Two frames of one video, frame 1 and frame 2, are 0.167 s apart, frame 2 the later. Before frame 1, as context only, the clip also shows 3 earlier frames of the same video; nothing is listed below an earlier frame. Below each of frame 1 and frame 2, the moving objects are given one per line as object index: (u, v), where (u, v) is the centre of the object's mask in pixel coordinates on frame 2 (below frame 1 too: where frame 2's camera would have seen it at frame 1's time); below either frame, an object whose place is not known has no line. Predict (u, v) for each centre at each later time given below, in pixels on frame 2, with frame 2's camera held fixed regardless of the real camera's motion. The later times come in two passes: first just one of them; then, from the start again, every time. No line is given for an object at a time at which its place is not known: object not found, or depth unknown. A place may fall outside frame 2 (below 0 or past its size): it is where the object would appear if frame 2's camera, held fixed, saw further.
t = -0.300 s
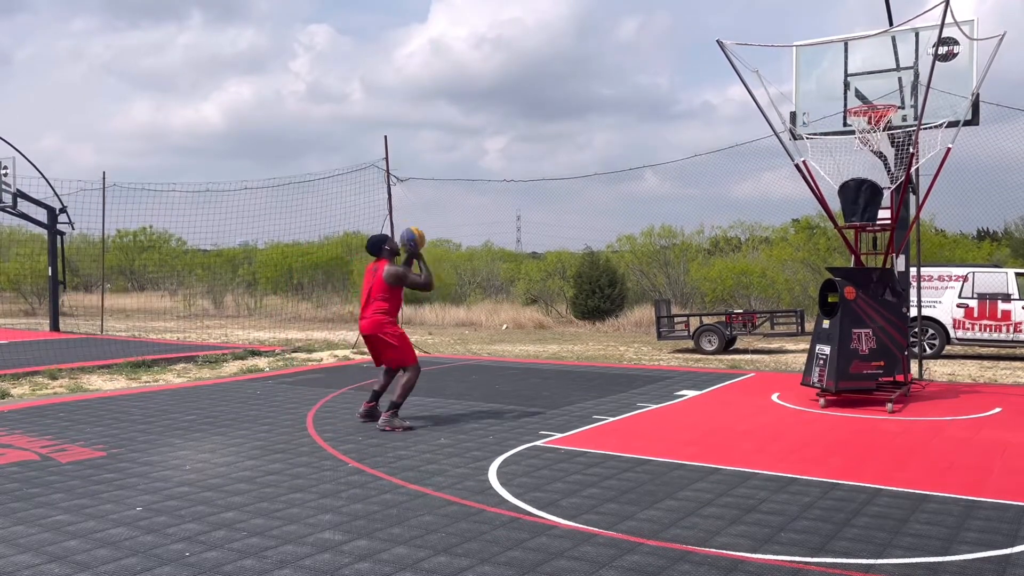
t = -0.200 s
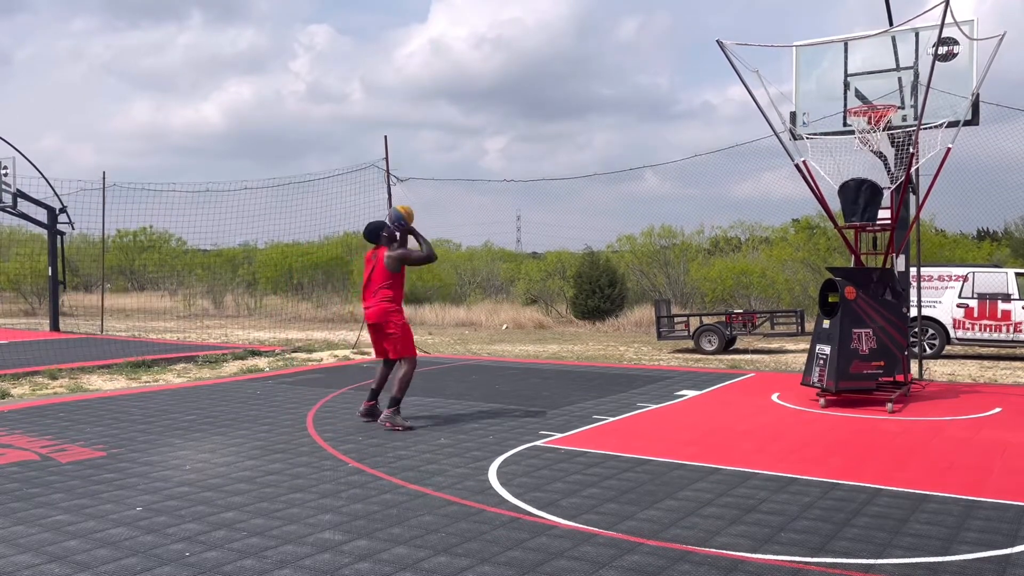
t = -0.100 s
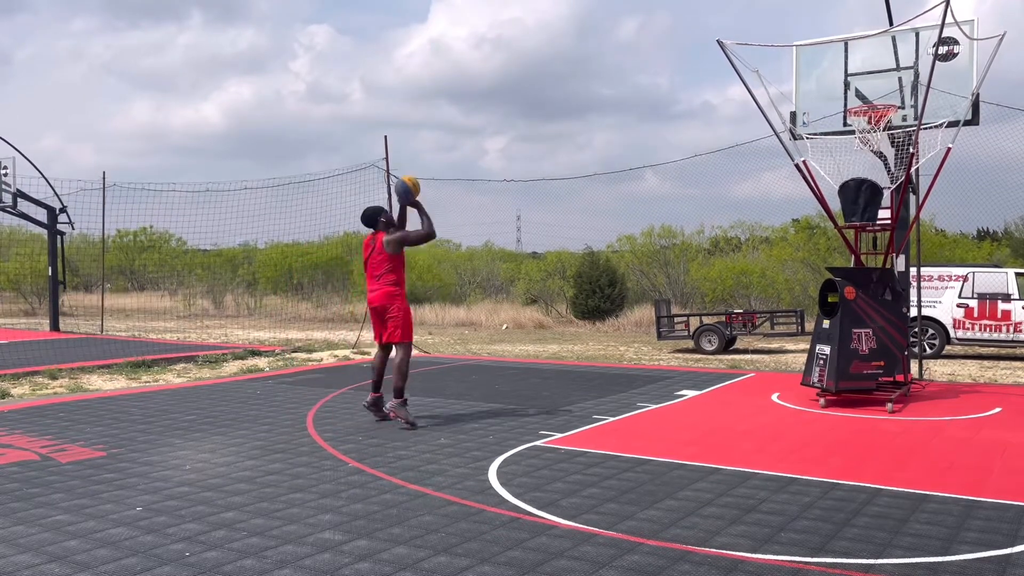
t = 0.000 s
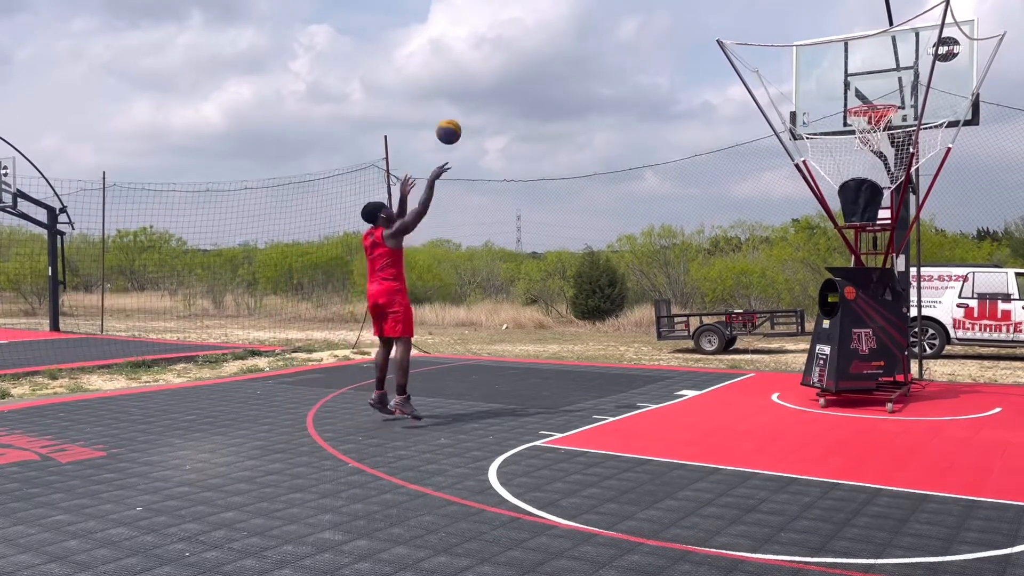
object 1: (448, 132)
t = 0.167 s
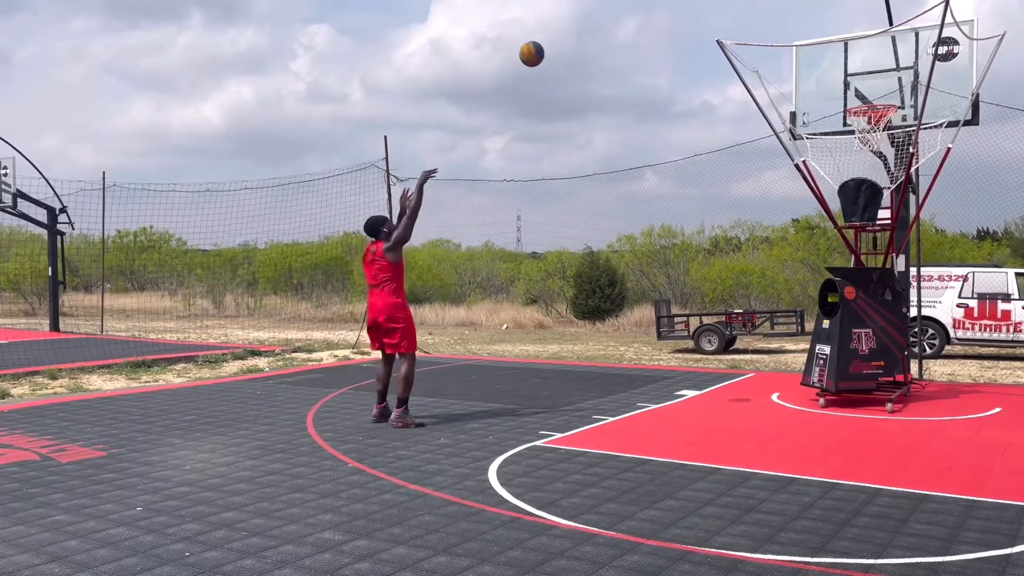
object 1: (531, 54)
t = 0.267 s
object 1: (578, 22)
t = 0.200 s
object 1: (547, 42)
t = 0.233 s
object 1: (563, 32)
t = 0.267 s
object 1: (578, 22)
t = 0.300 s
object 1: (593, 14)
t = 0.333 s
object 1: (608, 9)
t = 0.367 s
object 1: (623, 6)
